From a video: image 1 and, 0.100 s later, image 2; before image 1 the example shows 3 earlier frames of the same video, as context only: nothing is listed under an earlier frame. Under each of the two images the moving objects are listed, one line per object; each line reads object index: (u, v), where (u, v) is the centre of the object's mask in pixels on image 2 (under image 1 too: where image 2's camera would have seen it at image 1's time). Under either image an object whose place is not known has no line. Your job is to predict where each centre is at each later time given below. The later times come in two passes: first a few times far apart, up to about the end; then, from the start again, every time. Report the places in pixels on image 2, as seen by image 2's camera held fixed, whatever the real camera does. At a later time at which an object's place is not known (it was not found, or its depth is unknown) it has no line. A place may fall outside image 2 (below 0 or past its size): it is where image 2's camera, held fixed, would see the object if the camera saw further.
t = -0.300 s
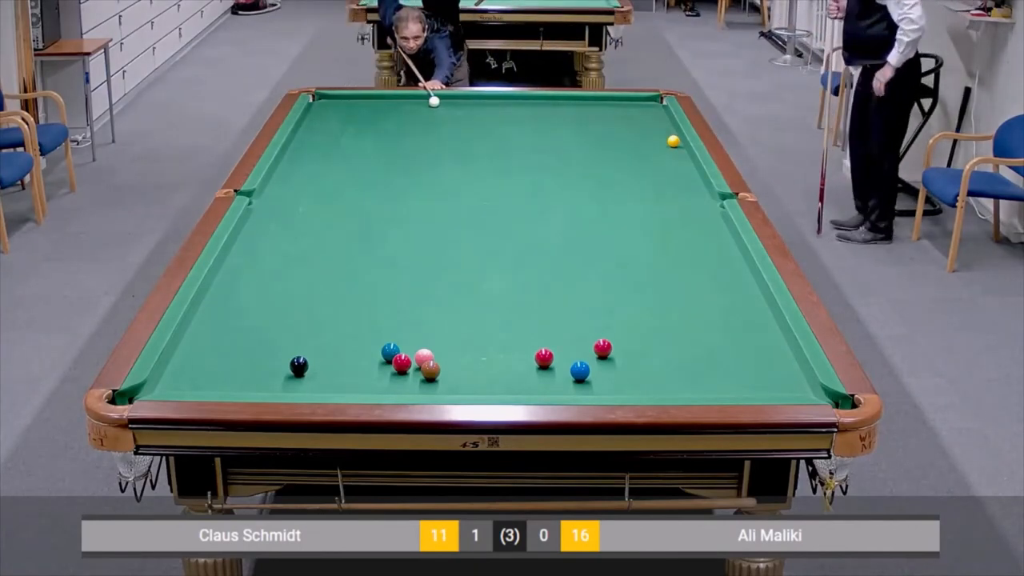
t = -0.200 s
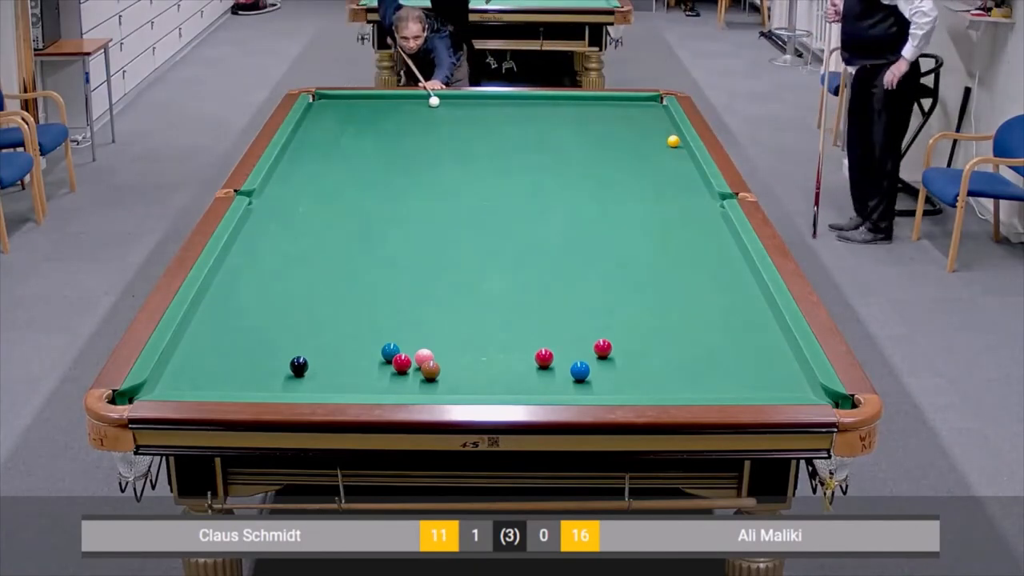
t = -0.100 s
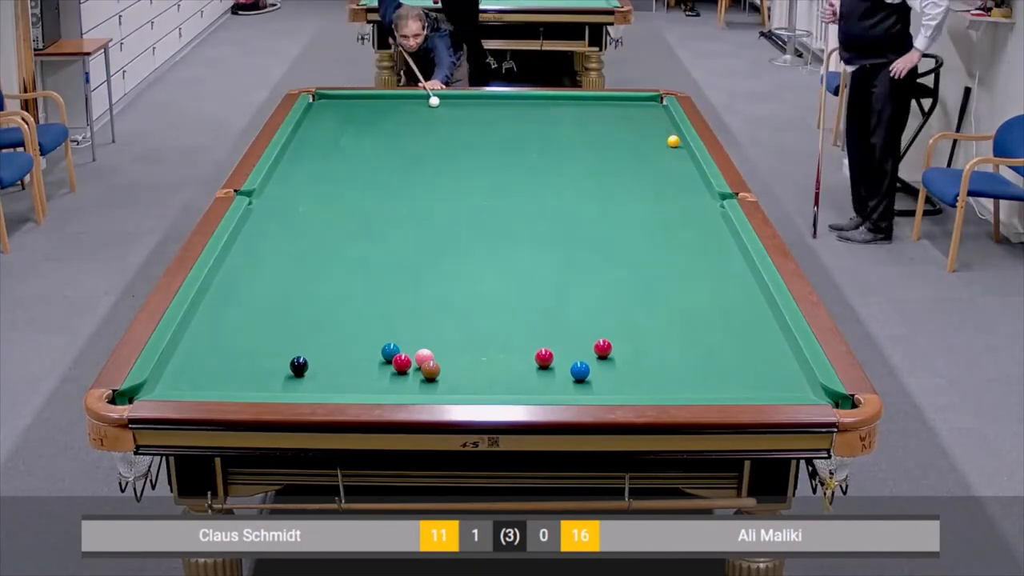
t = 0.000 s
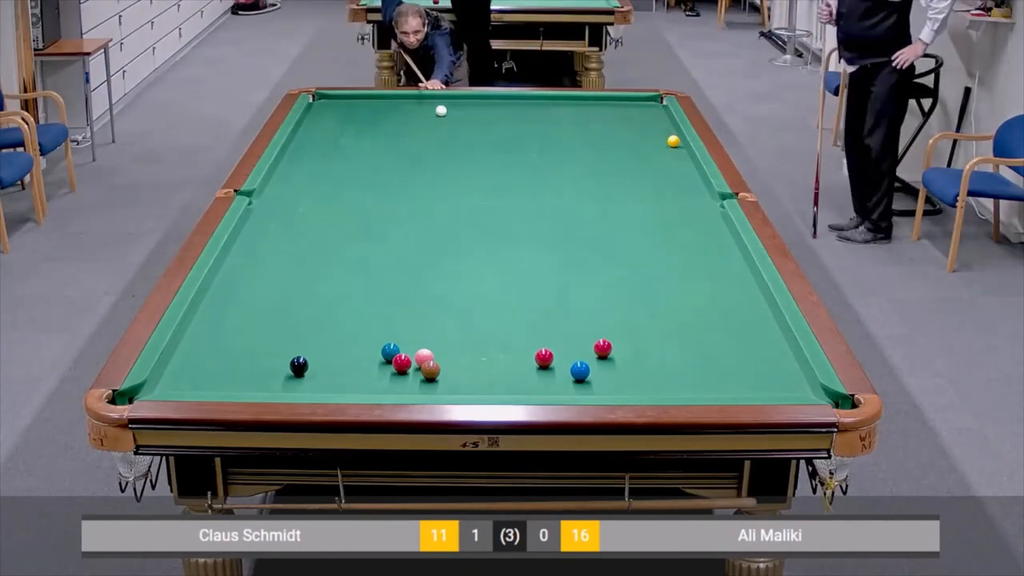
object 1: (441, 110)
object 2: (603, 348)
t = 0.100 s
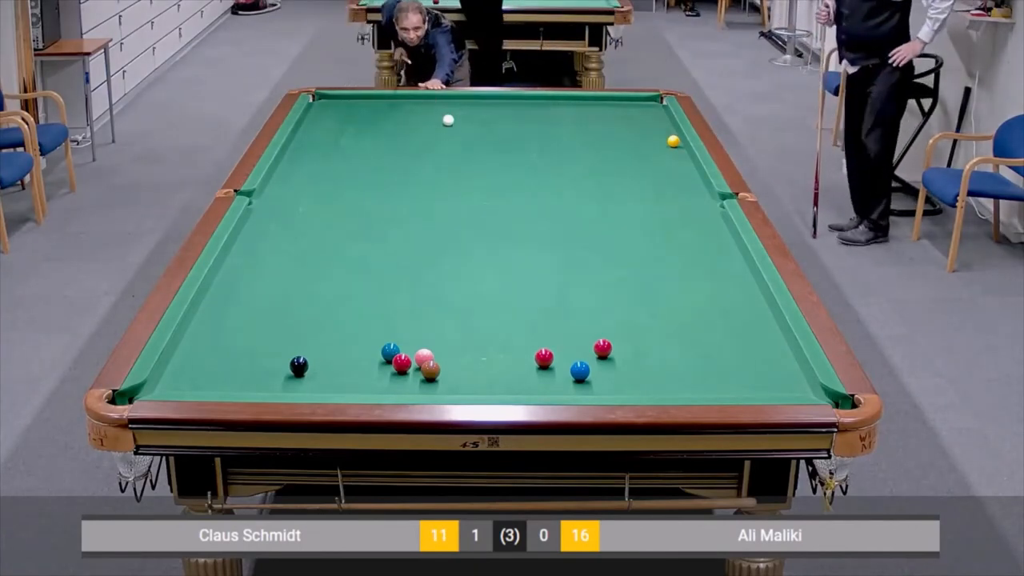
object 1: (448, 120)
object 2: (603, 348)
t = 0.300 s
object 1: (463, 141)
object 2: (603, 348)
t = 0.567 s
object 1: (487, 171)
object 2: (603, 348)
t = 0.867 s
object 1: (518, 213)
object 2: (603, 348)
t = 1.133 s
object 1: (551, 258)
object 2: (603, 348)
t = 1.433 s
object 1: (597, 319)
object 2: (603, 348)
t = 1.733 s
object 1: (688, 381)
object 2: (567, 361)
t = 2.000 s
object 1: (746, 368)
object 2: (530, 378)
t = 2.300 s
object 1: (782, 338)
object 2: (486, 391)
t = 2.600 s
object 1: (736, 314)
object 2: (453, 385)
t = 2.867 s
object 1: (700, 296)
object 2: (426, 378)
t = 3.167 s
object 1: (665, 277)
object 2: (397, 375)
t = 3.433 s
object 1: (637, 262)
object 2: (375, 372)
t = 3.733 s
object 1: (609, 247)
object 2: (353, 370)
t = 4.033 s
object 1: (584, 234)
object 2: (335, 368)
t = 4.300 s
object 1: (564, 223)
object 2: (321, 367)
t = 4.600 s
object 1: (543, 213)
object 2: (316, 366)
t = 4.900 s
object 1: (526, 203)
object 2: (316, 366)
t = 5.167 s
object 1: (512, 196)
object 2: (316, 366)
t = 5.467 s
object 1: (498, 188)
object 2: (316, 366)
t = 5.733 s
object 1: (487, 182)
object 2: (316, 366)
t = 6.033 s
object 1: (476, 176)
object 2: (316, 366)
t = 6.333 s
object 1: (466, 171)
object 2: (316, 366)
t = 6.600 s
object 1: (459, 167)
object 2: (316, 366)
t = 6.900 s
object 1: (451, 162)
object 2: (316, 366)
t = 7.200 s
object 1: (445, 159)
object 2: (316, 366)
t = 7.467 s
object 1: (440, 157)
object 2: (316, 366)
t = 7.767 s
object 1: (435, 154)
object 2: (316, 366)
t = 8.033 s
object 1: (432, 153)
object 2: (316, 366)
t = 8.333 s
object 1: (429, 151)
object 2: (316, 366)
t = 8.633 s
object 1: (428, 150)
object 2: (316, 366)
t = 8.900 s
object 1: (426, 150)
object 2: (316, 366)
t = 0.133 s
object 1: (450, 123)
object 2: (603, 348)
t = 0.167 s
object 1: (453, 126)
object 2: (603, 348)
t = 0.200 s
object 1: (455, 130)
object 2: (603, 348)
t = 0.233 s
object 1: (458, 133)
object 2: (603, 348)
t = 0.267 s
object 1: (461, 137)
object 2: (603, 348)
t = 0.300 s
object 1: (463, 141)
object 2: (603, 348)
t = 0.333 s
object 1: (466, 144)
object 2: (603, 348)
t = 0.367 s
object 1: (469, 148)
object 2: (603, 348)
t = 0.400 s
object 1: (472, 151)
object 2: (603, 348)
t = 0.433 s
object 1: (475, 155)
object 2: (603, 348)
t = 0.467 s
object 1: (477, 159)
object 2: (603, 348)
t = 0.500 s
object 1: (480, 163)
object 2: (603, 348)
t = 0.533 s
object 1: (484, 167)
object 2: (603, 348)
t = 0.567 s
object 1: (487, 171)
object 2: (603, 348)
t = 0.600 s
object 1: (490, 176)
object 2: (603, 348)
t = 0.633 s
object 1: (493, 180)
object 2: (603, 348)
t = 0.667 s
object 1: (496, 184)
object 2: (603, 348)
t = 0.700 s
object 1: (500, 189)
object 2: (603, 348)
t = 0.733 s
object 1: (503, 193)
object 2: (603, 348)
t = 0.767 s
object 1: (507, 198)
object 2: (603, 348)
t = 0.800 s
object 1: (510, 203)
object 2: (603, 348)
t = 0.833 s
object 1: (514, 208)
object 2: (603, 348)
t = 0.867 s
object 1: (518, 213)
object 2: (603, 348)
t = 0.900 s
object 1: (522, 218)
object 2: (603, 348)
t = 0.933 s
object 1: (526, 223)
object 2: (603, 348)
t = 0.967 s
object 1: (530, 229)
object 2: (603, 348)
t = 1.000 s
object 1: (534, 234)
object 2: (603, 348)
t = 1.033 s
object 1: (538, 240)
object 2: (603, 348)
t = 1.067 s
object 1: (543, 246)
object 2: (603, 348)
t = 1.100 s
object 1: (547, 251)
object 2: (603, 348)
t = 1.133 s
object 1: (551, 258)
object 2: (603, 348)
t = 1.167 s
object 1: (556, 264)
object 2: (603, 348)
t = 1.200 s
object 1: (561, 270)
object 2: (603, 348)
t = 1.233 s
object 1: (566, 276)
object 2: (603, 348)
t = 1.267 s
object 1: (571, 283)
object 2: (603, 348)
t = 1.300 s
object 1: (576, 290)
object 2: (603, 348)
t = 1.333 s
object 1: (581, 297)
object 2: (603, 348)
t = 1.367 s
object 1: (586, 304)
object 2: (603, 348)
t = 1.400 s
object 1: (592, 311)
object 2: (603, 348)
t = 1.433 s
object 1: (597, 319)
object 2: (603, 348)
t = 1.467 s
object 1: (603, 327)
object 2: (603, 348)
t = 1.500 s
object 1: (609, 333)
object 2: (602, 348)
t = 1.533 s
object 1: (616, 342)
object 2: (602, 349)
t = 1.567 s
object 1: (627, 349)
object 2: (597, 351)
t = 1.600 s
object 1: (639, 354)
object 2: (590, 353)
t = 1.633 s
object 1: (651, 361)
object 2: (585, 354)
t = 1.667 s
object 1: (663, 367)
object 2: (578, 356)
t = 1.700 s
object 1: (675, 374)
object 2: (572, 358)
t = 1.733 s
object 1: (688, 381)
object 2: (567, 361)
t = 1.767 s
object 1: (700, 386)
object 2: (564, 364)
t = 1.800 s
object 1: (712, 390)
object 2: (559, 366)
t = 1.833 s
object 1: (720, 389)
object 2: (554, 368)
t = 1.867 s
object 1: (725, 386)
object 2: (549, 370)
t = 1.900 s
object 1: (730, 381)
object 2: (544, 372)
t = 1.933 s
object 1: (735, 376)
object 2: (540, 374)
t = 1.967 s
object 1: (740, 372)
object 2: (535, 376)
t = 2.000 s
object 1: (746, 368)
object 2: (530, 378)
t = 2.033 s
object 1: (751, 364)
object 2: (525, 380)
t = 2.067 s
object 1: (756, 361)
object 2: (520, 382)
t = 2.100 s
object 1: (762, 357)
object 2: (515, 384)
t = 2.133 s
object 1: (767, 354)
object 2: (510, 385)
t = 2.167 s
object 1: (772, 350)
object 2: (505, 386)
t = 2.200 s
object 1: (777, 347)
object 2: (500, 388)
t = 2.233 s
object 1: (782, 344)
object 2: (496, 389)
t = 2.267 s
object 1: (786, 341)
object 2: (491, 390)
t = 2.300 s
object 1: (782, 338)
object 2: (486, 391)
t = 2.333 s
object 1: (775, 335)
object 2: (482, 390)
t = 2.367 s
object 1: (770, 332)
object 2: (478, 389)
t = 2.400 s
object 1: (765, 330)
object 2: (475, 389)
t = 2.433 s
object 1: (760, 327)
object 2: (471, 388)
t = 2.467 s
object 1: (754, 325)
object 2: (467, 387)
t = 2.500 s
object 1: (750, 322)
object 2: (463, 387)
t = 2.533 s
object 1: (745, 319)
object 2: (460, 386)
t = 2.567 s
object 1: (740, 317)
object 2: (456, 386)
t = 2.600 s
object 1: (736, 314)
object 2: (453, 385)
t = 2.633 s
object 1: (731, 312)
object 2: (449, 384)
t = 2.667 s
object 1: (726, 310)
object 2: (445, 384)
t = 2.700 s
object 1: (722, 307)
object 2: (442, 383)
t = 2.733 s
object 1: (718, 305)
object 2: (439, 382)
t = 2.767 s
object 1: (713, 302)
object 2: (435, 382)
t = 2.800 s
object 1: (709, 300)
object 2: (432, 380)
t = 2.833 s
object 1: (705, 298)
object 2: (429, 380)
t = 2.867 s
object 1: (700, 296)
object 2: (426, 378)
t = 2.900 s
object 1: (696, 293)
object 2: (422, 378)
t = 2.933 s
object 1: (692, 291)
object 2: (419, 378)
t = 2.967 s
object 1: (688, 289)
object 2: (416, 377)
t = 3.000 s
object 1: (684, 287)
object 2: (413, 377)
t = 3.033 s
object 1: (680, 285)
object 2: (409, 377)
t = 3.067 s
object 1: (677, 283)
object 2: (406, 376)
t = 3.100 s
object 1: (673, 281)
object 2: (403, 376)
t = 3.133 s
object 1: (669, 279)
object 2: (400, 375)
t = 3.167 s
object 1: (665, 277)
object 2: (397, 375)
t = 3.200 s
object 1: (661, 275)
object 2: (394, 374)
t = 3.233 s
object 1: (658, 273)
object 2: (391, 374)
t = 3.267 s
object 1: (654, 271)
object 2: (389, 374)
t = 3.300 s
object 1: (651, 269)
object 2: (386, 373)
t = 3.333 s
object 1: (647, 268)
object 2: (383, 373)
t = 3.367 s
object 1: (644, 266)
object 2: (380, 373)
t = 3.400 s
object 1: (640, 264)
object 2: (378, 373)
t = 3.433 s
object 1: (637, 262)
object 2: (375, 372)
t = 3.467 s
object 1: (634, 260)
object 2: (372, 372)
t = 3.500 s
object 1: (630, 259)
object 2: (370, 372)
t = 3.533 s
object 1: (627, 257)
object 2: (367, 371)
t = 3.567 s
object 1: (624, 255)
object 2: (365, 371)
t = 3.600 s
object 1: (621, 254)
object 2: (362, 371)
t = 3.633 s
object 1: (618, 252)
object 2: (360, 371)
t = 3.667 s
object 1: (615, 250)
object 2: (358, 371)
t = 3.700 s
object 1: (612, 249)
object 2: (355, 370)
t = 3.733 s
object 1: (609, 247)
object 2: (353, 370)
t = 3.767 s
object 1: (606, 246)
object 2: (351, 370)
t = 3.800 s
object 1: (603, 244)
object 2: (349, 370)
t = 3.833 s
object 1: (600, 242)
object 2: (346, 370)
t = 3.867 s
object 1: (597, 241)
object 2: (344, 369)
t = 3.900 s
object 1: (594, 240)
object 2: (342, 369)
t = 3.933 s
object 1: (592, 238)
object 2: (340, 369)
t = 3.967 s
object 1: (589, 237)
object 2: (338, 369)
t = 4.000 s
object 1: (586, 235)
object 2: (336, 368)
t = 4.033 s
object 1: (584, 234)
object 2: (335, 368)
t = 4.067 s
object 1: (581, 233)
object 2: (333, 368)
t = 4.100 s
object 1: (578, 231)
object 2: (331, 368)
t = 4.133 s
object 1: (576, 230)
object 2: (329, 368)
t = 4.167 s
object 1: (573, 228)
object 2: (327, 368)
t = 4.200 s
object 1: (571, 227)
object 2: (326, 368)
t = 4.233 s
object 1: (568, 226)
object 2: (324, 368)
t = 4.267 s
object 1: (566, 225)
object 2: (323, 367)
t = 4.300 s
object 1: (564, 223)
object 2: (321, 367)
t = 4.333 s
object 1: (561, 222)
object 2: (320, 367)
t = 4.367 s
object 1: (559, 221)
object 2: (318, 367)
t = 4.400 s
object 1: (556, 220)
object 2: (318, 367)
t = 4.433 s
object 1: (554, 219)
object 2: (317, 367)
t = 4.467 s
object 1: (552, 217)
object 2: (317, 367)
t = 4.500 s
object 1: (550, 216)
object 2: (317, 367)
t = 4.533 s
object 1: (548, 215)
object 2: (317, 366)
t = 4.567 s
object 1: (545, 214)
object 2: (317, 366)
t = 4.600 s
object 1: (543, 213)
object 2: (316, 366)
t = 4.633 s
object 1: (541, 212)
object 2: (316, 366)
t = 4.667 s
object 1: (539, 211)
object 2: (316, 366)
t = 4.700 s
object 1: (537, 210)
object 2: (316, 366)
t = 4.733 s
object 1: (535, 209)
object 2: (316, 366)
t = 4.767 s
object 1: (533, 208)
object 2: (316, 366)
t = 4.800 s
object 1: (531, 206)
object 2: (316, 366)
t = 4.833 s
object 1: (529, 205)
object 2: (316, 366)
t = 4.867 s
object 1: (528, 204)
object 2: (316, 366)
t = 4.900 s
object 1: (526, 203)
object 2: (316, 366)
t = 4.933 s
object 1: (524, 202)
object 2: (316, 366)
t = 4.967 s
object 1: (522, 201)
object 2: (316, 366)
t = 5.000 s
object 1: (520, 200)
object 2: (316, 366)
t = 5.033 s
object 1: (518, 199)
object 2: (316, 366)
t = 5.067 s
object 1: (517, 199)
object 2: (316, 366)
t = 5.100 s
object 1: (515, 198)
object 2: (316, 366)
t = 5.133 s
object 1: (513, 197)
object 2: (316, 366)
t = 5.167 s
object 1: (512, 196)
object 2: (316, 366)
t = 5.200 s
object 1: (510, 195)
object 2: (316, 366)
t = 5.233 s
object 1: (508, 194)
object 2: (316, 366)
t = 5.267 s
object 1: (507, 193)
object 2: (316, 366)
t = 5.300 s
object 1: (505, 192)
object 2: (316, 366)
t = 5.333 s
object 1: (504, 192)
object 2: (316, 366)
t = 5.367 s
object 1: (502, 191)
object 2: (316, 366)
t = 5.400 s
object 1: (501, 190)
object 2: (316, 366)
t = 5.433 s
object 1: (499, 189)
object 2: (316, 366)
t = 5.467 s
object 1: (498, 188)
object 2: (316, 366)
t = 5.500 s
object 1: (496, 187)
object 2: (316, 366)
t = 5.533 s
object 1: (495, 187)
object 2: (316, 366)
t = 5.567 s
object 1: (493, 186)
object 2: (316, 366)
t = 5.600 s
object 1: (492, 185)
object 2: (316, 366)
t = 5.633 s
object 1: (491, 185)
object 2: (316, 366)
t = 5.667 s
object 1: (490, 184)
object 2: (316, 366)
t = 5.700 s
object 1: (488, 183)
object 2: (316, 366)
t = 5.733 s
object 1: (487, 182)
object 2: (316, 366)
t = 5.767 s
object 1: (486, 182)
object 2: (316, 366)
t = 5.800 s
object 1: (484, 181)
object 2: (316, 366)
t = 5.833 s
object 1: (483, 180)
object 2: (316, 366)
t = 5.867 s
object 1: (482, 179)
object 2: (316, 366)
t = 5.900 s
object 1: (481, 179)
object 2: (316, 366)
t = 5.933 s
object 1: (480, 178)
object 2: (316, 366)
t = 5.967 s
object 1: (478, 178)
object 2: (316, 366)
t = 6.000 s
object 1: (477, 177)
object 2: (316, 366)
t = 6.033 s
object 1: (476, 176)
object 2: (316, 366)
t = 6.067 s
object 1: (475, 175)
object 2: (316, 366)
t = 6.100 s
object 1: (473, 175)
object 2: (316, 366)
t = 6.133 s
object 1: (472, 175)
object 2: (316, 366)
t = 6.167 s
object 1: (472, 174)
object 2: (316, 366)
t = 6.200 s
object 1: (470, 173)
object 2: (316, 366)
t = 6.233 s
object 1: (469, 173)
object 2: (316, 366)
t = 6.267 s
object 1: (468, 172)
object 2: (316, 366)
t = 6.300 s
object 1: (467, 171)
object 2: (316, 366)
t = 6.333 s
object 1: (466, 171)
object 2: (316, 366)
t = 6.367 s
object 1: (465, 170)
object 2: (316, 366)
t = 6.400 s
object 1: (464, 170)
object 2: (316, 366)
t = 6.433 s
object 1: (463, 169)
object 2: (316, 366)
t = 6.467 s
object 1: (462, 169)
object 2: (316, 366)
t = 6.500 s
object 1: (462, 168)
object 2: (316, 366)
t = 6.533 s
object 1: (461, 167)
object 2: (316, 366)
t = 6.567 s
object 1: (460, 167)
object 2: (316, 366)
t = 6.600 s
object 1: (459, 167)
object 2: (316, 366)
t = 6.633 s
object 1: (458, 166)
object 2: (316, 366)
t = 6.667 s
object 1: (457, 166)
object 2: (316, 366)
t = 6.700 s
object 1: (456, 165)
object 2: (316, 366)
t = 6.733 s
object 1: (455, 165)
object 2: (316, 366)
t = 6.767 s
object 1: (455, 164)
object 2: (316, 366)
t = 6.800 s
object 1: (454, 164)
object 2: (316, 366)
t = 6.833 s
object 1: (453, 163)
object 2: (316, 366)
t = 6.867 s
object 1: (452, 163)
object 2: (316, 366)
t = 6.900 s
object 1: (451, 162)
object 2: (316, 366)
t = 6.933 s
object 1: (451, 162)
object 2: (316, 366)
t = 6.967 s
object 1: (450, 162)
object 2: (316, 366)
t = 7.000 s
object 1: (449, 161)
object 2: (316, 366)
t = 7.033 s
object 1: (449, 161)
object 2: (316, 366)
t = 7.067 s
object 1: (448, 161)
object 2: (316, 366)
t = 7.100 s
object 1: (447, 160)
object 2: (316, 366)
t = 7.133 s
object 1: (446, 160)
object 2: (316, 366)
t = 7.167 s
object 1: (446, 160)
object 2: (316, 366)
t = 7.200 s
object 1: (445, 159)
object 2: (316, 366)
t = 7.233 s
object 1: (444, 159)
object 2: (316, 366)
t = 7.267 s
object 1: (444, 158)
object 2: (316, 366)
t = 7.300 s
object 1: (443, 158)
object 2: (316, 366)
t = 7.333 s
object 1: (443, 158)
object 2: (316, 366)
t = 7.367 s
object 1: (442, 157)
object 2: (316, 366)
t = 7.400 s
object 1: (441, 157)
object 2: (316, 366)
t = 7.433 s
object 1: (441, 157)
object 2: (316, 366)
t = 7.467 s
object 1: (440, 157)
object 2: (316, 366)
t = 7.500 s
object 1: (440, 157)
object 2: (316, 366)
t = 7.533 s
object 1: (439, 156)
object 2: (316, 366)
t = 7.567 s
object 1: (439, 156)
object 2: (316, 366)
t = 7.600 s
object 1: (438, 155)
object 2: (316, 366)
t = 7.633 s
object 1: (437, 155)
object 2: (316, 366)
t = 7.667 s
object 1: (437, 155)
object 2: (316, 366)
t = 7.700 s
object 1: (436, 155)
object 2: (316, 366)
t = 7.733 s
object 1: (436, 155)
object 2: (316, 366)
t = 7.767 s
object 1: (435, 154)
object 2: (316, 366)
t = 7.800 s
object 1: (435, 154)
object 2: (316, 366)
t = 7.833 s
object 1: (435, 154)
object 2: (316, 366)
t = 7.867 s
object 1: (434, 154)
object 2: (316, 366)
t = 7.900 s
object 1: (434, 153)
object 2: (316, 366)
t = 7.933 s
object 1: (433, 153)
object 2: (316, 366)
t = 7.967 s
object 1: (433, 153)
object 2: (316, 366)
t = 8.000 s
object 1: (432, 153)
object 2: (316, 366)
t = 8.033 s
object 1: (432, 153)
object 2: (316, 366)
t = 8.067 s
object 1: (432, 152)
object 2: (316, 366)
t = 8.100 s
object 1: (431, 152)
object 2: (316, 366)
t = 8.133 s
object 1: (431, 152)
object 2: (316, 366)
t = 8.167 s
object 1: (431, 152)
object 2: (316, 366)
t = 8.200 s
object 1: (430, 152)
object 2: (316, 366)
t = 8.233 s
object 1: (430, 152)
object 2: (316, 366)
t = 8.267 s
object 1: (430, 152)
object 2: (316, 366)
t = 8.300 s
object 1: (430, 151)
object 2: (316, 366)
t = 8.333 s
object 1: (429, 151)
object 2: (316, 366)
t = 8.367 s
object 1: (429, 151)
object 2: (316, 366)
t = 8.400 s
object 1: (429, 151)
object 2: (316, 366)
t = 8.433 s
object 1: (428, 151)
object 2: (316, 366)
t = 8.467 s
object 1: (428, 151)
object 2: (316, 366)
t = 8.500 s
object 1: (428, 151)
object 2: (316, 366)
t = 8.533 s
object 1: (428, 151)
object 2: (316, 366)
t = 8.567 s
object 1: (428, 150)
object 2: (316, 366)
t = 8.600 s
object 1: (428, 150)
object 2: (316, 366)
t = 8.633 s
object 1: (428, 150)
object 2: (316, 366)
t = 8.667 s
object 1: (428, 150)
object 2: (316, 366)
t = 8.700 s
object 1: (427, 150)
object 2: (316, 366)
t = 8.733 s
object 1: (427, 150)
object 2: (316, 366)
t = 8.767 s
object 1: (427, 150)
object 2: (316, 366)
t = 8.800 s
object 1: (427, 150)
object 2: (316, 366)
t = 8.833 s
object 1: (427, 150)
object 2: (316, 366)
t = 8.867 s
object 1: (427, 150)
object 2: (316, 366)
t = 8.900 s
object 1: (426, 150)
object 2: (316, 366)
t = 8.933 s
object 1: (426, 150)
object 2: (316, 366)
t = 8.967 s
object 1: (426, 150)
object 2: (316, 366)
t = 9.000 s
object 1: (426, 150)
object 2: (316, 366)
